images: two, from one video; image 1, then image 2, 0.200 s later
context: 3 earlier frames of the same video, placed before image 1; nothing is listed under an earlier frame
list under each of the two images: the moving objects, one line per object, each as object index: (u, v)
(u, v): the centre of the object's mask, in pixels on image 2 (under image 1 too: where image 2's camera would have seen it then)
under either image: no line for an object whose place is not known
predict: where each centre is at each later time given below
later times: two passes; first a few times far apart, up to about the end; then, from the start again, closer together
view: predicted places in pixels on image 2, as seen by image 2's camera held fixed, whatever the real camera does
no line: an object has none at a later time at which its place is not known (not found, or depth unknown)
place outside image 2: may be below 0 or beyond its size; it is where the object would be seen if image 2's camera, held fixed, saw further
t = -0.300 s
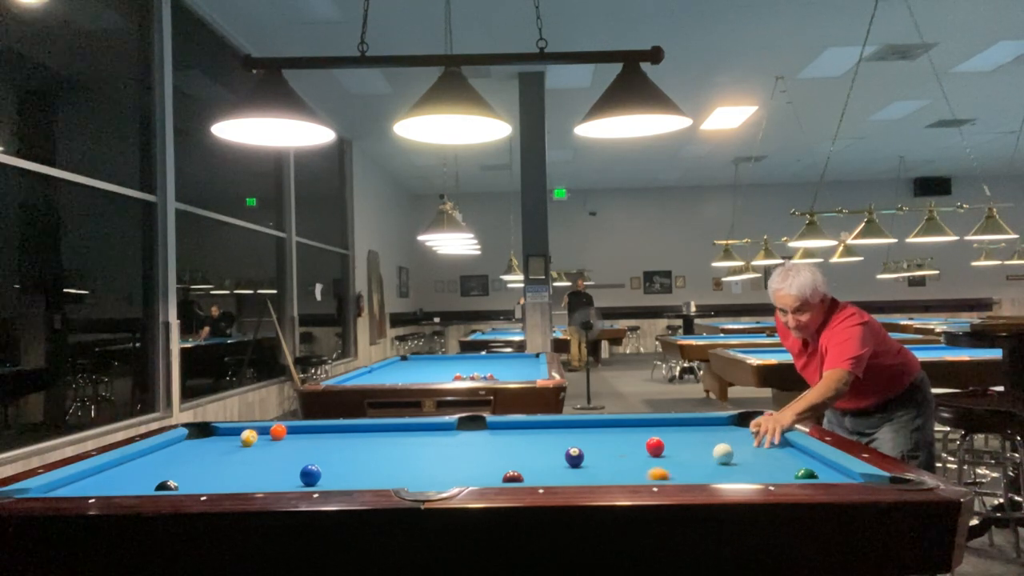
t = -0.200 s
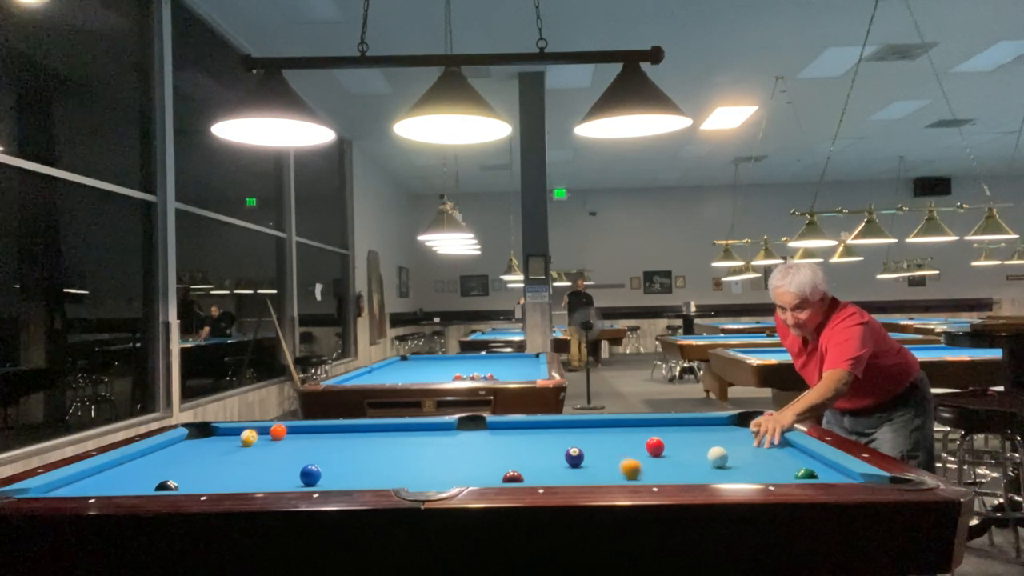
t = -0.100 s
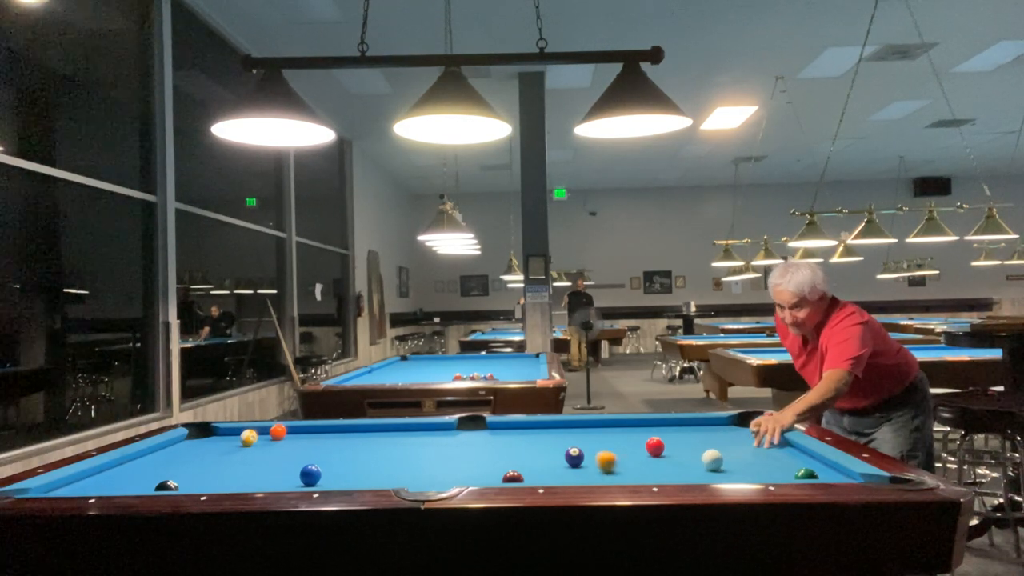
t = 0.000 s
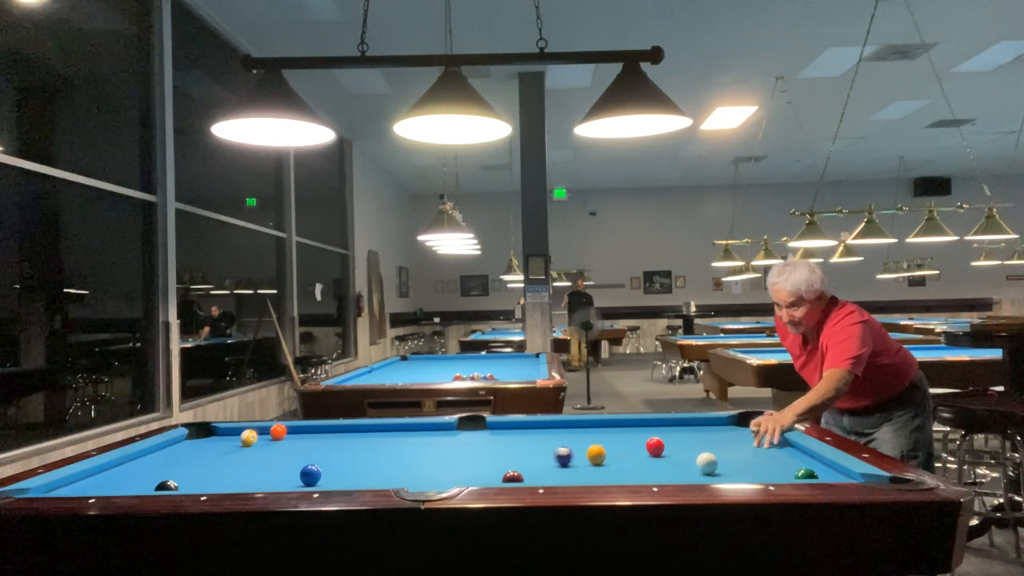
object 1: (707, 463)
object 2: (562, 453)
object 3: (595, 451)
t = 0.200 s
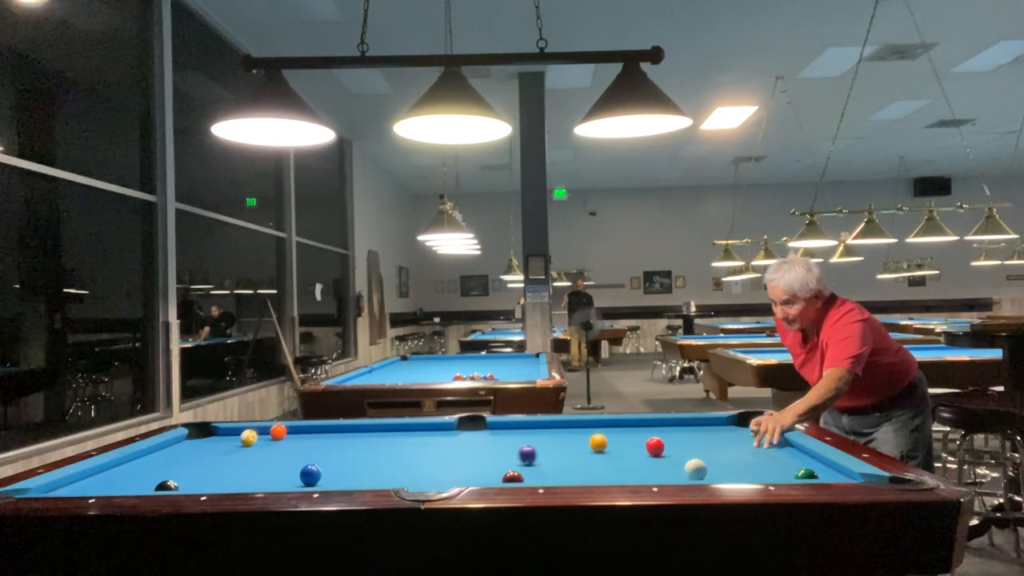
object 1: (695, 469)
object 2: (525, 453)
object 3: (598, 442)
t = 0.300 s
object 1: (689, 470)
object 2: (510, 453)
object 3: (598, 438)
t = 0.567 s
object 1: (673, 475)
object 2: (469, 451)
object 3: (600, 426)
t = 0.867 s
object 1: (669, 474)
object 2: (427, 451)
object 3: (619, 425)
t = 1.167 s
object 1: (667, 471)
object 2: (389, 450)
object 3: (650, 430)
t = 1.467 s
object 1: (663, 469)
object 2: (355, 449)
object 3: (684, 438)
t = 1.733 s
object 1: (661, 469)
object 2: (327, 448)
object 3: (715, 444)
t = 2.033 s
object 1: (658, 468)
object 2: (298, 447)
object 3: (752, 450)
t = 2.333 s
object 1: (656, 467)
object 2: (272, 447)
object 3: (792, 458)
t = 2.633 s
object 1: (656, 467)
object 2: (249, 446)
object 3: (825, 466)
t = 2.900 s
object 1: (656, 467)
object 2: (231, 446)
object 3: (822, 468)
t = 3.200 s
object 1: (656, 467)
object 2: (213, 445)
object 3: (819, 470)
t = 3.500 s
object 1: (656, 467)
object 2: (197, 444)
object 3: (819, 472)
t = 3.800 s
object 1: (656, 467)
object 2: (183, 444)
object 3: (819, 472)
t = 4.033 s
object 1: (656, 467)
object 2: (174, 444)
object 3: (818, 472)
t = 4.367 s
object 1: (656, 467)
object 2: (171, 443)
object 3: (819, 472)
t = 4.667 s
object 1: (656, 467)
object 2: (175, 443)
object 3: (819, 472)
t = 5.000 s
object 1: (656, 467)
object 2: (176, 444)
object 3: (819, 472)
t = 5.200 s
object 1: (656, 467)
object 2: (175, 444)
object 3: (819, 472)
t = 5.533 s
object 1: (656, 467)
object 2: (175, 444)
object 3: (819, 472)
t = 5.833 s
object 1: (656, 467)
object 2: (175, 444)
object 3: (819, 472)
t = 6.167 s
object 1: (656, 467)
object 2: (175, 444)
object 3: (819, 472)
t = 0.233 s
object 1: (694, 469)
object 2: (520, 453)
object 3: (597, 439)
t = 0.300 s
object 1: (689, 470)
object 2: (510, 453)
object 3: (598, 438)
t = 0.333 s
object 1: (687, 471)
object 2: (505, 452)
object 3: (599, 436)
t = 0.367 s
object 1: (685, 471)
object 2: (499, 452)
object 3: (599, 434)
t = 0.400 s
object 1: (683, 472)
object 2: (493, 452)
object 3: (599, 433)
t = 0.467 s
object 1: (679, 473)
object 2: (484, 452)
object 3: (600, 430)
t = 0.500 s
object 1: (677, 474)
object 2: (479, 451)
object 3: (600, 428)
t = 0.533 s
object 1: (675, 475)
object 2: (474, 451)
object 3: (600, 427)
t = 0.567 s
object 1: (673, 475)
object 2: (469, 451)
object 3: (600, 426)
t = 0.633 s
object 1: (671, 476)
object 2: (459, 451)
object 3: (601, 424)
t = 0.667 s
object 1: (671, 475)
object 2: (455, 452)
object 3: (601, 422)
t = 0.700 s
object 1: (670, 475)
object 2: (450, 452)
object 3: (602, 422)
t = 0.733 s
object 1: (670, 475)
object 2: (445, 452)
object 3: (605, 422)
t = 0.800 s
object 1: (669, 474)
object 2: (436, 451)
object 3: (612, 424)
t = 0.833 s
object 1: (669, 474)
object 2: (432, 451)
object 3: (616, 424)
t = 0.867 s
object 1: (669, 474)
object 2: (427, 451)
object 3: (619, 425)
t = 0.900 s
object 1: (669, 473)
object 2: (423, 451)
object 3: (622, 425)
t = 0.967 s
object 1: (668, 473)
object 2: (414, 451)
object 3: (629, 427)
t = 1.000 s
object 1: (668, 472)
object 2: (410, 451)
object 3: (633, 428)
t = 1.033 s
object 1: (668, 472)
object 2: (406, 451)
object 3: (636, 428)
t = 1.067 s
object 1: (667, 472)
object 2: (401, 450)
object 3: (640, 428)
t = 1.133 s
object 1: (667, 471)
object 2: (393, 450)
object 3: (647, 429)
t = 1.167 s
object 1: (667, 471)
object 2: (389, 450)
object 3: (650, 430)
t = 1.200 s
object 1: (666, 471)
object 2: (385, 450)
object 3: (654, 430)
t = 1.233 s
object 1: (666, 471)
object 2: (381, 450)
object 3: (658, 431)
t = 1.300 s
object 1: (665, 470)
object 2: (373, 450)
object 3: (666, 434)
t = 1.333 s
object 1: (665, 470)
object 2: (369, 450)
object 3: (669, 435)
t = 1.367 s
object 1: (665, 470)
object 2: (366, 449)
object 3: (673, 435)
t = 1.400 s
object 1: (664, 470)
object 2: (362, 449)
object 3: (676, 436)
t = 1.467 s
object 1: (663, 469)
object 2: (355, 449)
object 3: (684, 438)
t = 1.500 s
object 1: (663, 469)
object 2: (351, 449)
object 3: (688, 438)
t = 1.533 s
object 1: (663, 469)
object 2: (347, 449)
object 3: (692, 439)
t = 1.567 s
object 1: (663, 470)
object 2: (344, 449)
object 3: (696, 440)
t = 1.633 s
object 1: (662, 469)
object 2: (336, 448)
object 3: (703, 441)
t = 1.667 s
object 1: (662, 469)
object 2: (333, 448)
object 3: (707, 442)
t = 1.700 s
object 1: (661, 469)
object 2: (330, 448)
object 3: (711, 443)
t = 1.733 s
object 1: (661, 469)
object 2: (327, 448)
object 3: (715, 444)
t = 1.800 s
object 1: (660, 469)
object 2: (320, 448)
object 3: (723, 445)
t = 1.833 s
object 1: (660, 469)
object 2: (317, 448)
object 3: (727, 446)
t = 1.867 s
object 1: (660, 469)
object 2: (313, 448)
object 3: (732, 447)
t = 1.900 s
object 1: (660, 468)
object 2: (310, 448)
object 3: (736, 447)
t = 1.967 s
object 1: (659, 468)
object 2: (304, 447)
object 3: (744, 449)
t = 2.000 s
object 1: (659, 468)
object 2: (301, 447)
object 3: (748, 450)
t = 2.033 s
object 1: (658, 468)
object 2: (298, 447)
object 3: (752, 450)
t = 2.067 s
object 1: (658, 467)
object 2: (295, 447)
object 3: (757, 452)
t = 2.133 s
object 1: (657, 467)
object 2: (289, 447)
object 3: (766, 453)
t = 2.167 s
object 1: (657, 467)
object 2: (286, 447)
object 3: (770, 454)
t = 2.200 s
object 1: (657, 467)
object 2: (283, 447)
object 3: (774, 455)
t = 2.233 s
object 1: (657, 466)
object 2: (281, 447)
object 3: (778, 456)
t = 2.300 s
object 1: (656, 467)
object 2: (275, 447)
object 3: (787, 457)
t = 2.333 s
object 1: (656, 467)
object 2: (272, 447)
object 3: (792, 458)
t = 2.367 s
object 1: (656, 467)
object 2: (270, 446)
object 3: (796, 459)
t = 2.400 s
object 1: (656, 467)
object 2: (267, 446)
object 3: (800, 459)
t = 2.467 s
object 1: (656, 467)
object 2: (262, 446)
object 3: (810, 461)
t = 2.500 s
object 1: (656, 467)
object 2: (259, 446)
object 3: (815, 462)
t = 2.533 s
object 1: (656, 467)
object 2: (257, 446)
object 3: (819, 463)
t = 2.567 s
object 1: (656, 467)
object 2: (254, 446)
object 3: (823, 465)
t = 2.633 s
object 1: (656, 467)
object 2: (249, 446)
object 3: (825, 466)
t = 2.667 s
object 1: (656, 467)
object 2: (247, 446)
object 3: (824, 466)
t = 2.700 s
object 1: (656, 467)
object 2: (244, 446)
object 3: (824, 467)
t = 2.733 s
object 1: (656, 467)
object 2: (242, 446)
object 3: (824, 467)
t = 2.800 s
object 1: (656, 467)
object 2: (237, 446)
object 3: (823, 468)
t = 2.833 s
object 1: (656, 467)
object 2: (235, 446)
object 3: (823, 468)
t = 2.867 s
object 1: (656, 467)
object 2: (233, 446)
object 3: (822, 468)
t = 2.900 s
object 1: (656, 467)
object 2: (231, 446)
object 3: (822, 468)
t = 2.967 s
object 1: (656, 467)
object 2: (227, 445)
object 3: (821, 469)
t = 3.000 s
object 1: (656, 467)
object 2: (225, 445)
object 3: (821, 469)
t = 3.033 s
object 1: (656, 467)
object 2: (223, 445)
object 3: (821, 469)
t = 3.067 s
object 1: (656, 467)
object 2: (221, 445)
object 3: (820, 469)
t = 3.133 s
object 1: (656, 467)
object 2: (217, 445)
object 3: (820, 470)
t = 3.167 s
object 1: (656, 467)
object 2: (215, 445)
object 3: (820, 470)
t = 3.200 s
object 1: (656, 467)
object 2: (213, 445)
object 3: (819, 470)
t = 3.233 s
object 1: (656, 467)
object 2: (211, 445)
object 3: (819, 470)
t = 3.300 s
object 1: (656, 467)
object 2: (208, 444)
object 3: (819, 471)
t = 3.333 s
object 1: (656, 467)
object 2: (206, 444)
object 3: (819, 471)
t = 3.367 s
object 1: (656, 467)
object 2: (204, 444)
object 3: (819, 471)
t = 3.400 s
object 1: (656, 467)
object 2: (202, 445)
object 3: (819, 471)
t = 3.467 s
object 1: (656, 467)
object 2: (199, 445)
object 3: (819, 471)
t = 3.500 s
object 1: (656, 467)
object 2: (197, 444)
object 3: (819, 472)
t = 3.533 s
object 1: (656, 467)
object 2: (195, 444)
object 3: (819, 471)
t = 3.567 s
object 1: (656, 467)
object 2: (194, 444)
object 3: (819, 472)
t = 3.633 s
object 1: (656, 467)
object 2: (190, 444)
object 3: (819, 472)
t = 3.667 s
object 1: (656, 467)
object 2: (189, 444)
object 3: (819, 472)
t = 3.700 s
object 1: (656, 467)
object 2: (188, 444)
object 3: (819, 472)
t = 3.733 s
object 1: (656, 467)
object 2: (186, 444)
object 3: (819, 472)
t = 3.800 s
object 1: (656, 467)
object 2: (183, 444)
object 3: (819, 472)
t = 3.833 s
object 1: (656, 467)
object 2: (182, 444)
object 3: (819, 472)
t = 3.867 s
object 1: (656, 467)
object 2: (180, 444)
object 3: (819, 472)
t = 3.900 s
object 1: (656, 467)
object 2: (179, 444)
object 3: (819, 472)
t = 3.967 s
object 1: (656, 467)
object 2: (177, 444)
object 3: (818, 472)
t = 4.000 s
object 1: (656, 467)
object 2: (175, 444)
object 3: (818, 472)
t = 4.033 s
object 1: (656, 467)
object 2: (174, 444)
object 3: (818, 472)
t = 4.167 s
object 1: (656, 467)
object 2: (169, 444)
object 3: (819, 472)
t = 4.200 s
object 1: (656, 467)
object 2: (168, 443)
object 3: (819, 472)
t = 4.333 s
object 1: (656, 467)
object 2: (170, 443)
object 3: (818, 472)
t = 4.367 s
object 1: (656, 467)
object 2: (171, 443)
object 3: (819, 472)
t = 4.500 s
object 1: (656, 467)
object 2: (173, 443)
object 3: (819, 472)
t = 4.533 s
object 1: (656, 467)
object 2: (174, 443)
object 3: (819, 472)
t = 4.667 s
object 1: (656, 467)
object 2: (175, 443)
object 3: (819, 472)
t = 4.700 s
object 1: (656, 467)
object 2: (175, 443)
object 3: (819, 472)
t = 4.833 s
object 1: (656, 467)
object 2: (176, 443)
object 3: (819, 472)
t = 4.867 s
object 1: (656, 467)
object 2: (176, 444)
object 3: (819, 472)
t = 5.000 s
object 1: (656, 467)
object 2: (176, 444)
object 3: (819, 472)
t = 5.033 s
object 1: (656, 467)
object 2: (176, 444)
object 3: (819, 472)
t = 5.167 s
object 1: (656, 467)
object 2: (175, 444)
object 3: (819, 472)
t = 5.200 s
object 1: (656, 467)
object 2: (175, 444)
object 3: (819, 472)
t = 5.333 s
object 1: (656, 467)
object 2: (175, 444)
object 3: (819, 472)
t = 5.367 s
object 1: (656, 467)
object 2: (175, 444)
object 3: (819, 472)
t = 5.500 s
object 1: (656, 467)
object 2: (176, 444)
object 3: (819, 472)
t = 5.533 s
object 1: (656, 467)
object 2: (175, 444)
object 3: (819, 472)
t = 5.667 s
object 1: (656, 467)
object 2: (176, 444)
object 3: (819, 472)
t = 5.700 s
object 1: (656, 467)
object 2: (176, 444)
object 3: (818, 472)
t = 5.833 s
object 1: (656, 467)
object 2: (175, 444)
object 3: (819, 472)
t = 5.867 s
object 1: (656, 467)
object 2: (175, 444)
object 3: (818, 472)
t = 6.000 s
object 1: (656, 467)
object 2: (175, 444)
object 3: (819, 472)
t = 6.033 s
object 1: (656, 467)
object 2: (175, 444)
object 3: (819, 472)
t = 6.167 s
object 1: (656, 467)
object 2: (175, 444)
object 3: (819, 472)
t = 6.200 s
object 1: (656, 467)
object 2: (175, 444)
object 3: (819, 472)
